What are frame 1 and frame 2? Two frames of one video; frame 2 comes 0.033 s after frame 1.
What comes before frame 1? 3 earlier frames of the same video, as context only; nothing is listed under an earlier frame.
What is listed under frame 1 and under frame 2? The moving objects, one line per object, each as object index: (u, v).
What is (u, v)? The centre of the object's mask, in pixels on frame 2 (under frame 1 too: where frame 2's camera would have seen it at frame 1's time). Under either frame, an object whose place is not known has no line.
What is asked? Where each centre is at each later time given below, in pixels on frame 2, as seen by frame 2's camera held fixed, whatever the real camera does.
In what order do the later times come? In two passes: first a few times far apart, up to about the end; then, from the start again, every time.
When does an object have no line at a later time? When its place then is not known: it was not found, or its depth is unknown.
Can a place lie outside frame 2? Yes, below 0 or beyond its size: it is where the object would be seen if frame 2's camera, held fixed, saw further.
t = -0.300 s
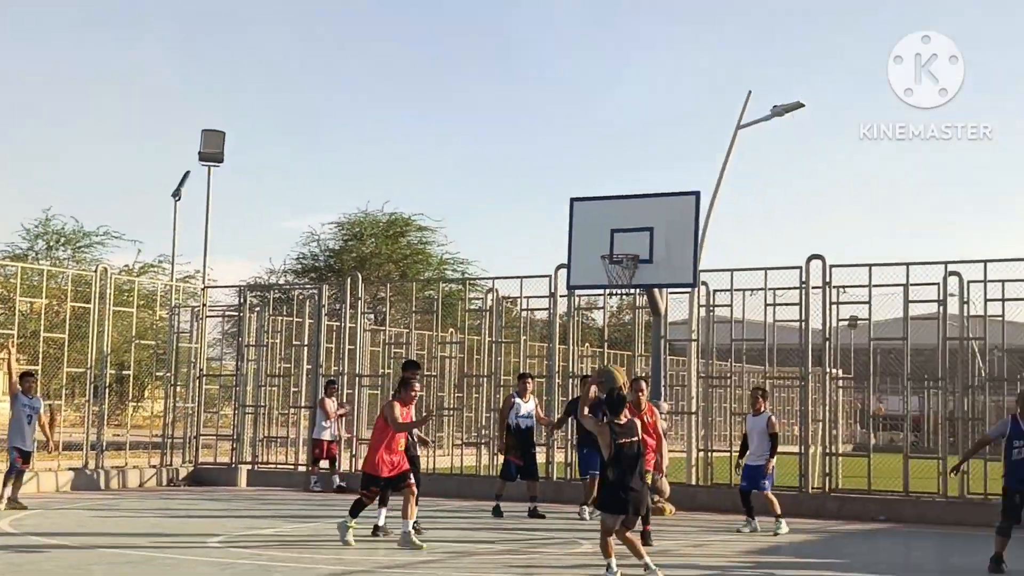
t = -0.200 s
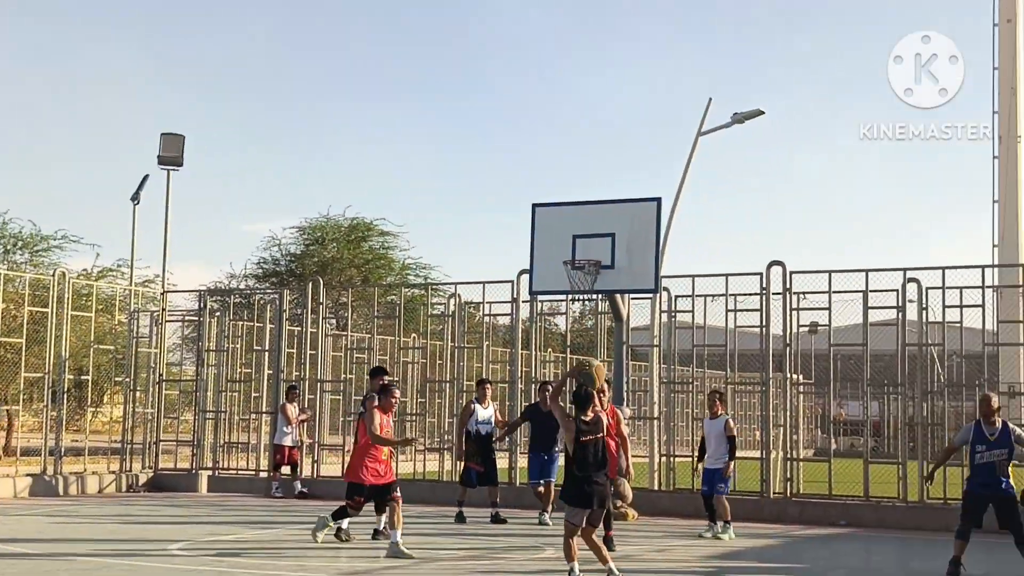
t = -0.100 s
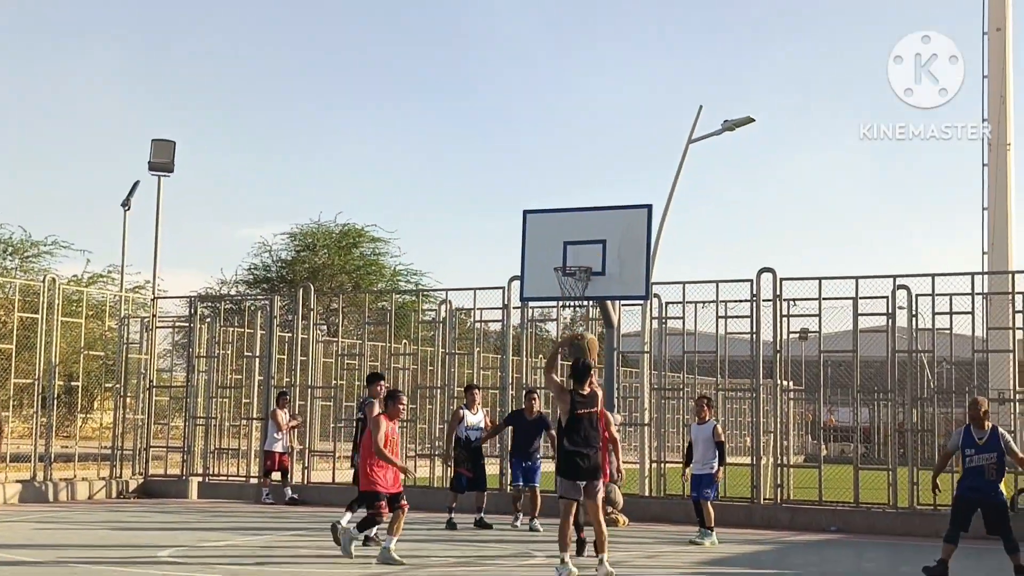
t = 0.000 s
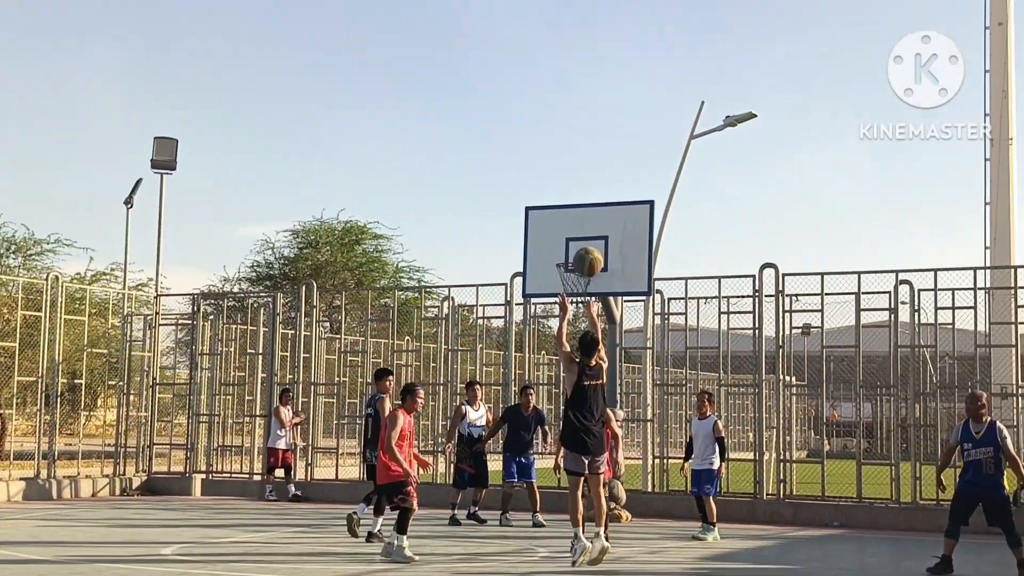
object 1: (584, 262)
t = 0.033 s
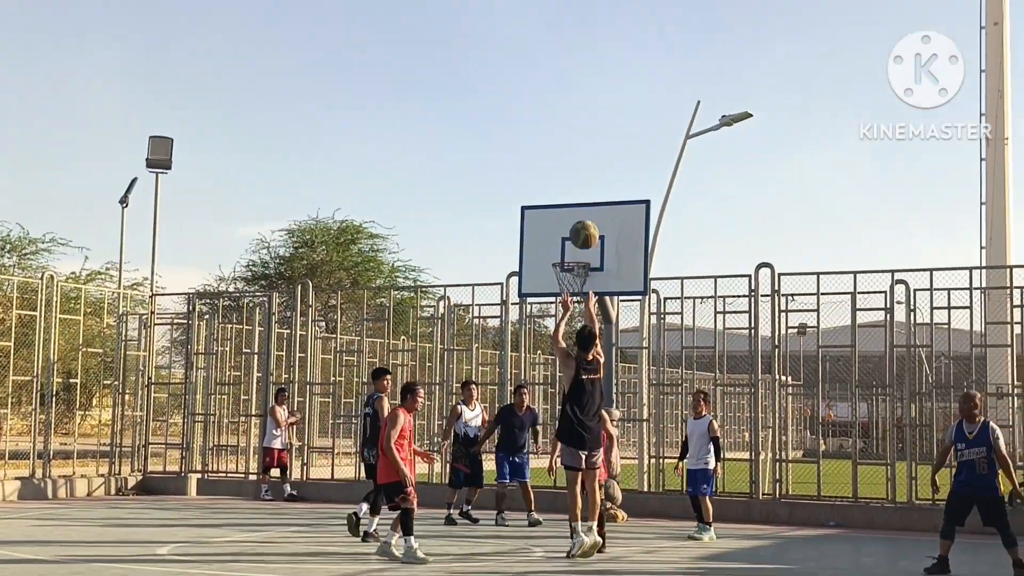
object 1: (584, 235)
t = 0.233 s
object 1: (585, 116)
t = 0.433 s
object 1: (587, 56)
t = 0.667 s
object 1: (587, 44)
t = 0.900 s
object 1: (586, 82)
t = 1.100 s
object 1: (586, 146)
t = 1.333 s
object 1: (585, 253)
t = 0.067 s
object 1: (584, 211)
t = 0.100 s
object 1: (584, 188)
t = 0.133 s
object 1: (585, 167)
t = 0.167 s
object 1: (584, 148)
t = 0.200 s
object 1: (584, 131)
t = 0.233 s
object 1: (585, 116)
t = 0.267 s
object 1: (585, 102)
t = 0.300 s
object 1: (586, 90)
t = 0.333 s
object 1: (586, 79)
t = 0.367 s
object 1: (586, 70)
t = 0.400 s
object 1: (587, 62)
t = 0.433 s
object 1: (587, 56)
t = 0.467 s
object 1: (587, 51)
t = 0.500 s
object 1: (588, 47)
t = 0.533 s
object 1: (587, 44)
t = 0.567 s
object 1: (586, 43)
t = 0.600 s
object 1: (587, 42)
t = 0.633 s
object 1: (587, 43)
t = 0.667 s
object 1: (587, 44)
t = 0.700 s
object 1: (586, 47)
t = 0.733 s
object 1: (587, 51)
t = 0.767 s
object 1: (587, 55)
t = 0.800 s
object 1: (588, 61)
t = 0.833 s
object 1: (587, 67)
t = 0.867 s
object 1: (586, 74)
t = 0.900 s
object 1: (586, 82)
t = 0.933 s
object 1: (586, 91)
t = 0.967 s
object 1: (586, 100)
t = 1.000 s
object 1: (586, 111)
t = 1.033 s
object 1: (587, 122)
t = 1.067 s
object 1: (586, 134)
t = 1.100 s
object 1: (586, 146)
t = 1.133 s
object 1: (586, 160)
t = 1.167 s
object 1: (586, 173)
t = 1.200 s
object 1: (586, 188)
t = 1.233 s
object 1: (586, 203)
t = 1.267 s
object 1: (585, 219)
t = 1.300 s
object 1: (585, 235)
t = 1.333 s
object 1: (585, 253)
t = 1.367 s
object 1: (586, 270)
